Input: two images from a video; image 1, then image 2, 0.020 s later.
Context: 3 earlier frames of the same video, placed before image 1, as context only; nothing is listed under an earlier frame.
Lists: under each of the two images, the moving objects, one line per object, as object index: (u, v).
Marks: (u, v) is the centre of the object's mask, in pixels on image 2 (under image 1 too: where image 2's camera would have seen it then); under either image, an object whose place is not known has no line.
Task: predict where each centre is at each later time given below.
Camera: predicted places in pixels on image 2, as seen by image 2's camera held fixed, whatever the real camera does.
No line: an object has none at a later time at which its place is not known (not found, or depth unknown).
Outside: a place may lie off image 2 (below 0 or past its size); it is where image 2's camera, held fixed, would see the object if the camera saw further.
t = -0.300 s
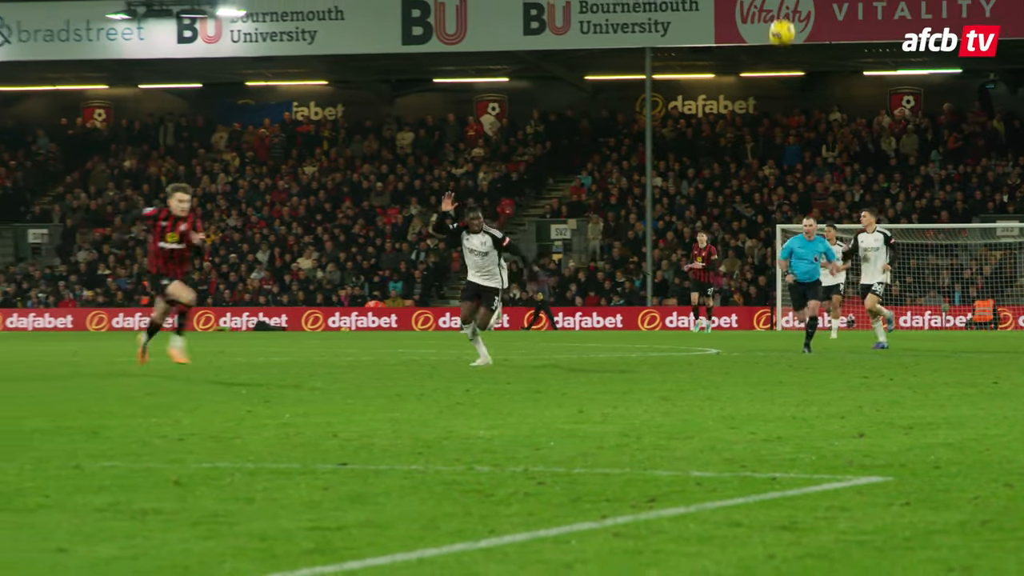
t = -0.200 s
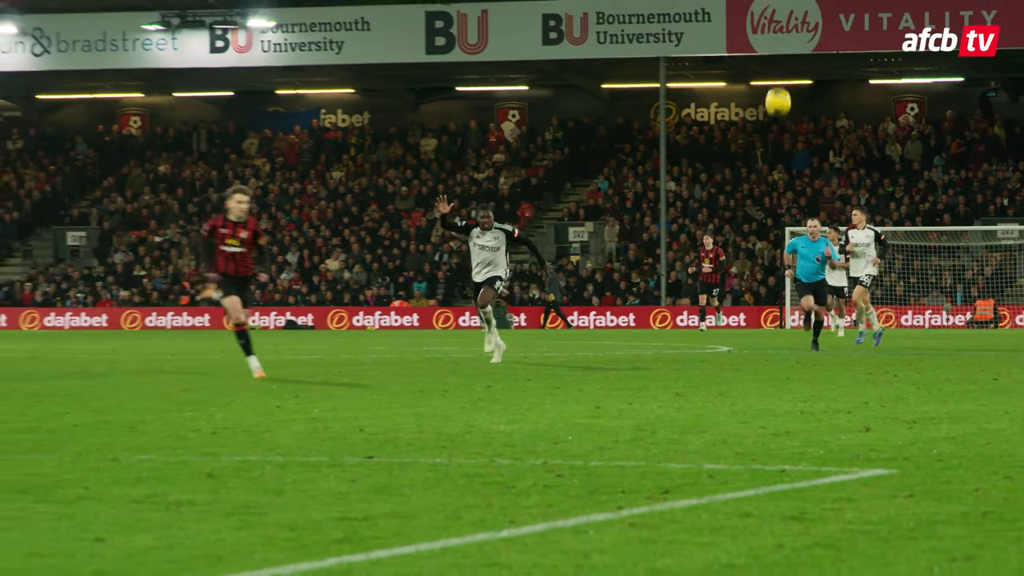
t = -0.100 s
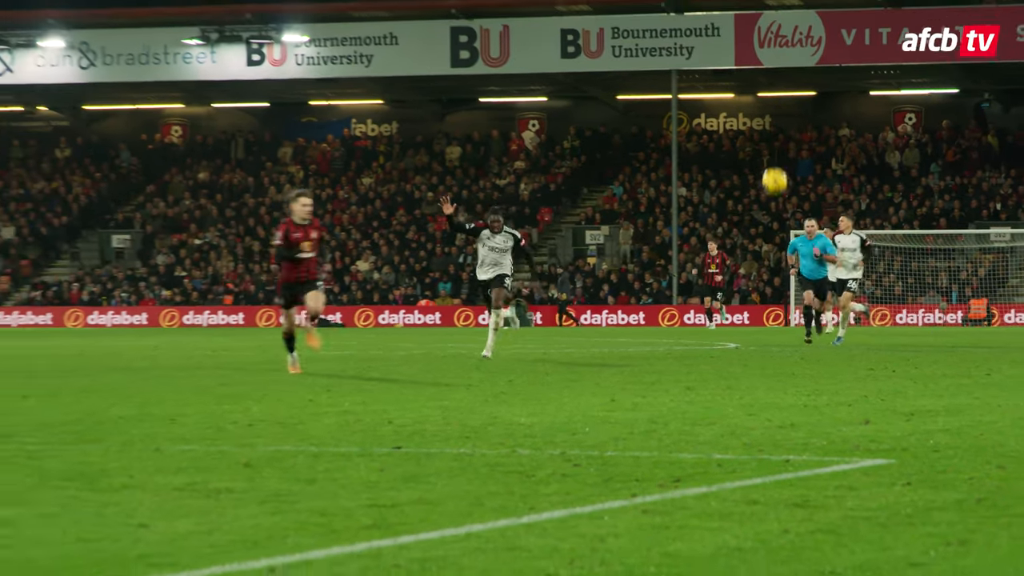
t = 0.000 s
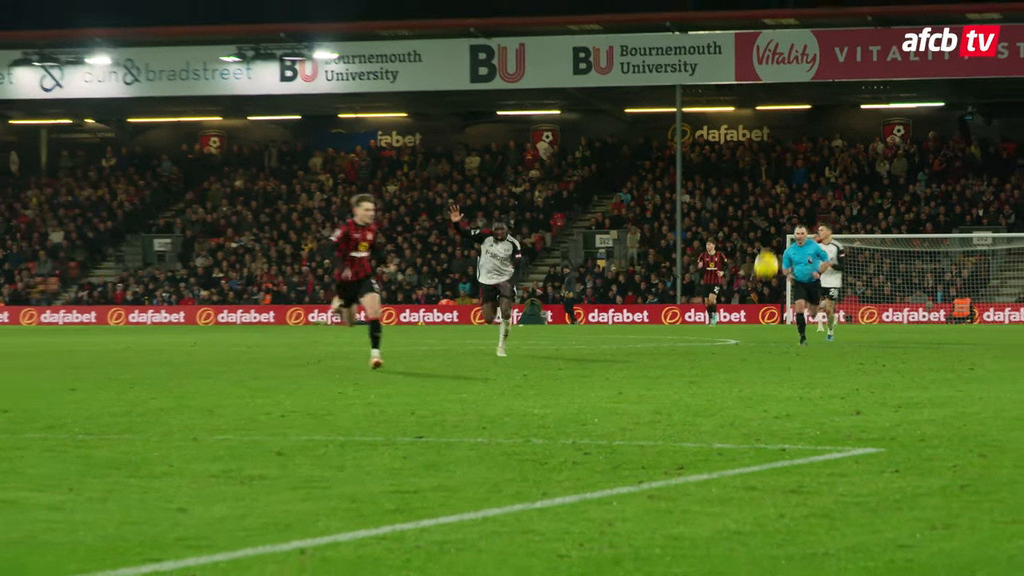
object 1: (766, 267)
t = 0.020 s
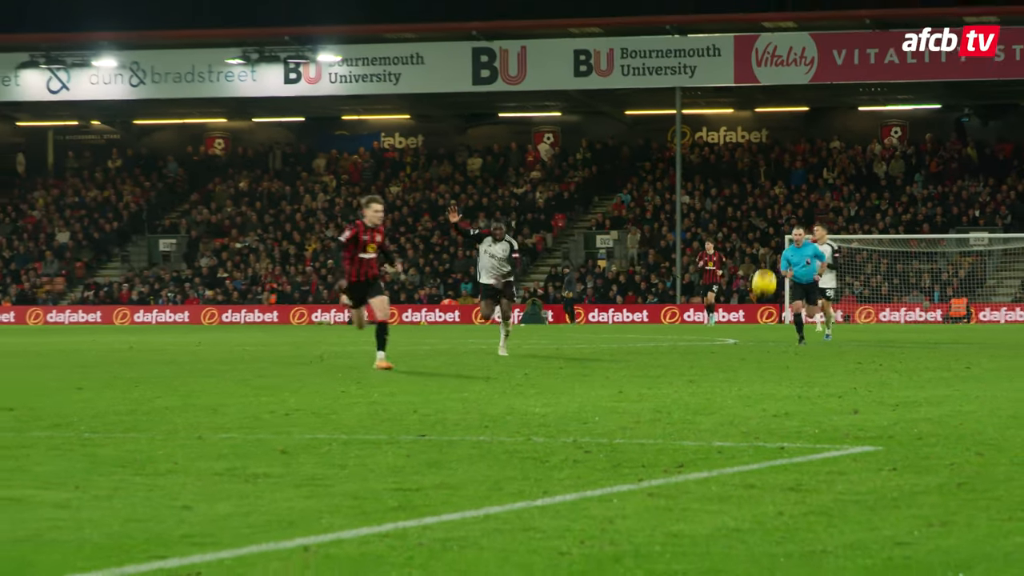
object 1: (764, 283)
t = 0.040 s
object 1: (762, 298)
